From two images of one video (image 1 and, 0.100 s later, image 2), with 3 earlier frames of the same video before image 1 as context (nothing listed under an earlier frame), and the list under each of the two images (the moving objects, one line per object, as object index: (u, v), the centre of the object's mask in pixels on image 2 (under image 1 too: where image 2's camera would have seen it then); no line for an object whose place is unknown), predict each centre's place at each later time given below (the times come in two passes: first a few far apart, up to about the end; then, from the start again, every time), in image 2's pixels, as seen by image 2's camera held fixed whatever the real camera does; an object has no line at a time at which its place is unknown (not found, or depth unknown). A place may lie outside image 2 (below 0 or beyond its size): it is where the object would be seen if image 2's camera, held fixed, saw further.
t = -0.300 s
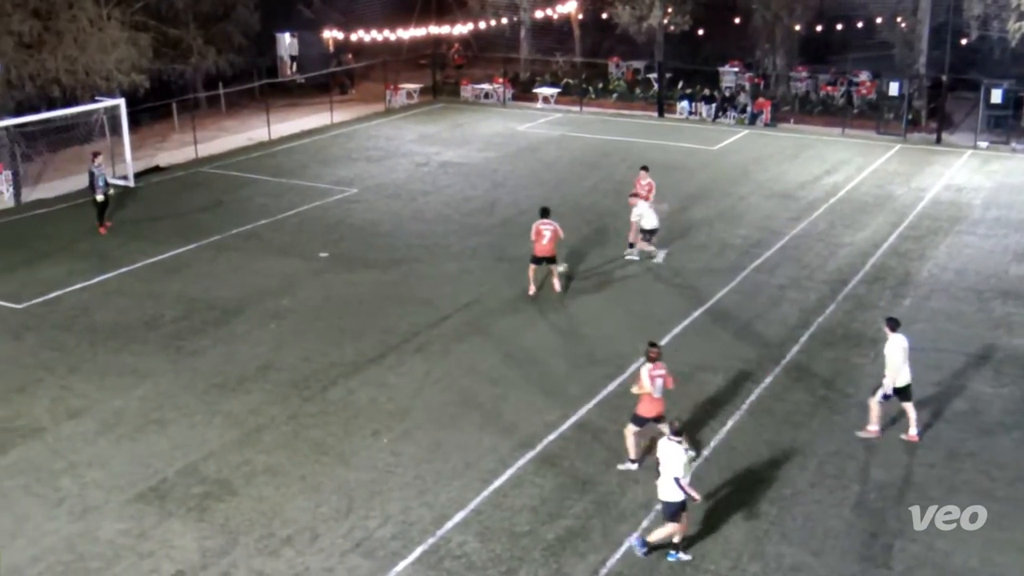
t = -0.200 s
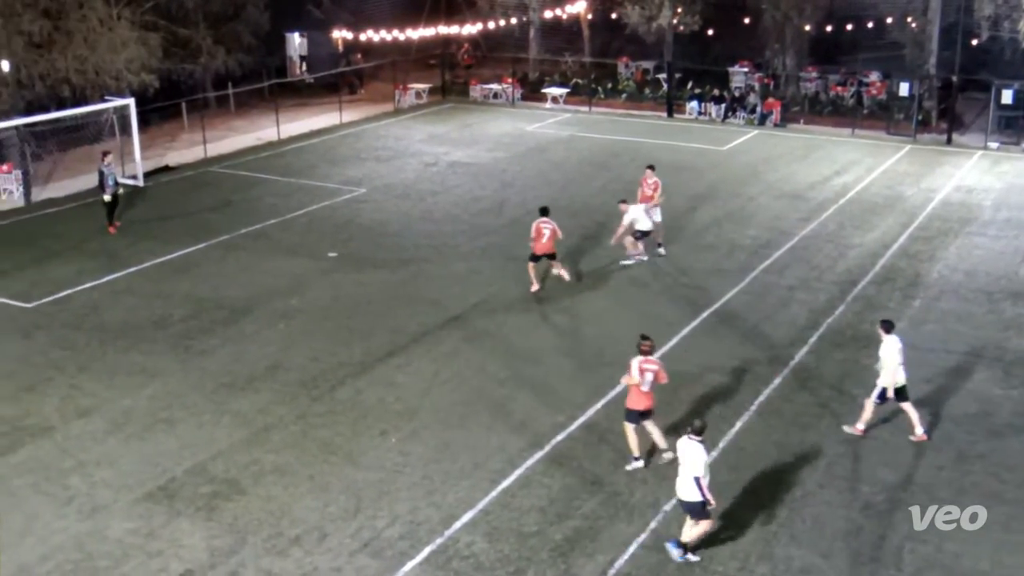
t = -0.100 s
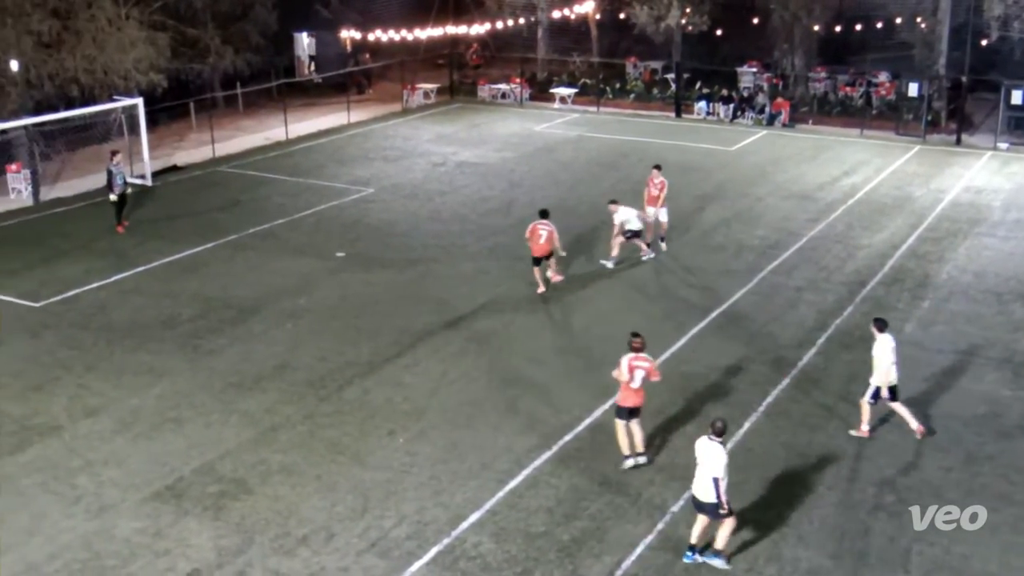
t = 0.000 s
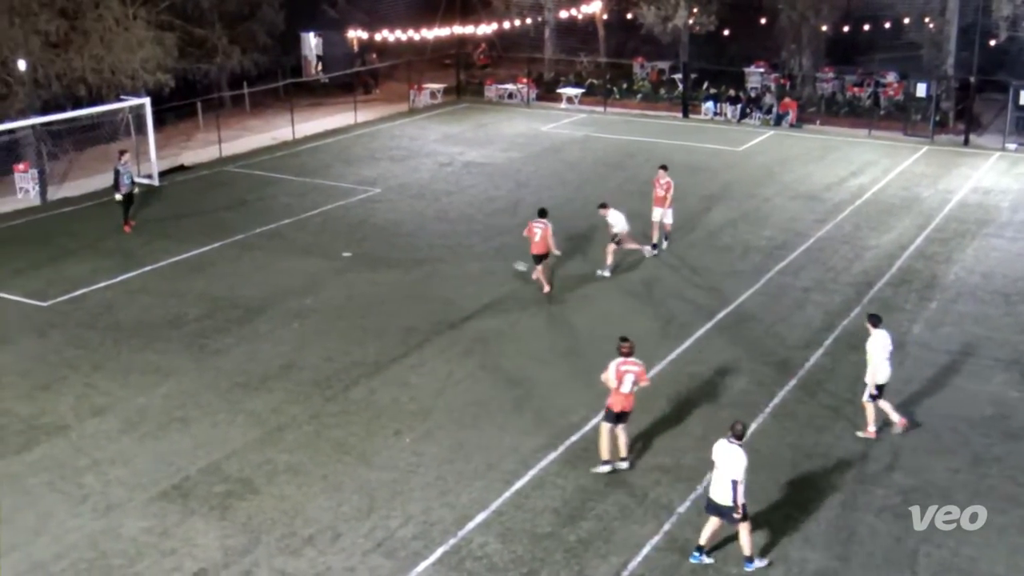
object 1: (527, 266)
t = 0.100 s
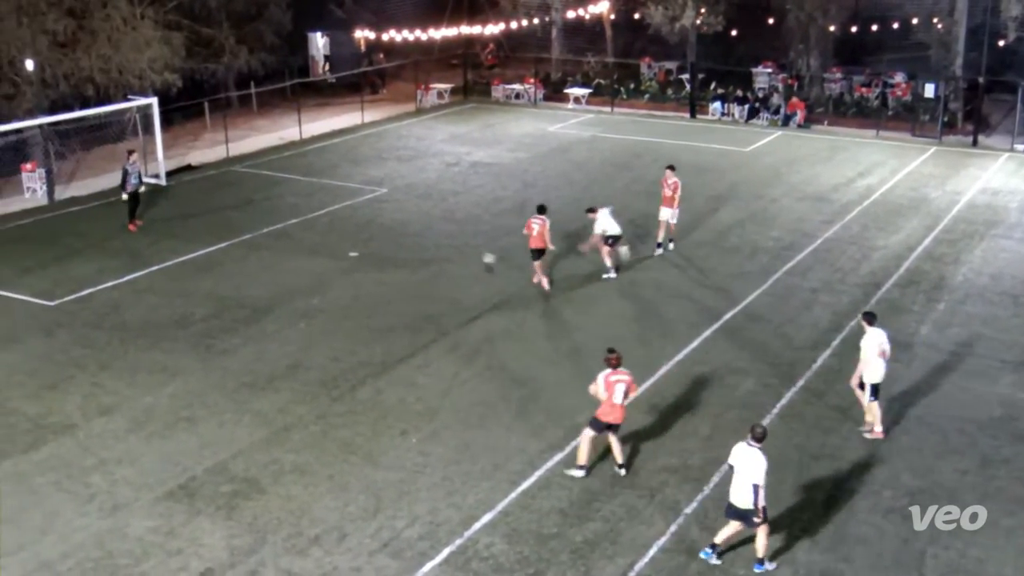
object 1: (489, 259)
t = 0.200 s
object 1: (454, 250)
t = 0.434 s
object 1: (383, 237)
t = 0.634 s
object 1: (333, 229)
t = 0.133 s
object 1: (477, 256)
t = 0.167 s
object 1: (464, 254)
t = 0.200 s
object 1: (454, 250)
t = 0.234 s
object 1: (442, 248)
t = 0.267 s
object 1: (432, 246)
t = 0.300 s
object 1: (421, 244)
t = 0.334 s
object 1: (411, 242)
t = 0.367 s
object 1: (402, 240)
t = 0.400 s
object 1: (392, 238)
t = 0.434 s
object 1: (383, 237)
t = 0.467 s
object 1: (373, 236)
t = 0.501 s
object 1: (365, 234)
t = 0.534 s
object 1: (357, 233)
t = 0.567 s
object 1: (348, 231)
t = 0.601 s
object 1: (340, 230)
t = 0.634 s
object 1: (333, 229)
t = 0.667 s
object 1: (326, 227)
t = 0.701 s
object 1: (318, 226)
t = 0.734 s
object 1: (311, 224)
